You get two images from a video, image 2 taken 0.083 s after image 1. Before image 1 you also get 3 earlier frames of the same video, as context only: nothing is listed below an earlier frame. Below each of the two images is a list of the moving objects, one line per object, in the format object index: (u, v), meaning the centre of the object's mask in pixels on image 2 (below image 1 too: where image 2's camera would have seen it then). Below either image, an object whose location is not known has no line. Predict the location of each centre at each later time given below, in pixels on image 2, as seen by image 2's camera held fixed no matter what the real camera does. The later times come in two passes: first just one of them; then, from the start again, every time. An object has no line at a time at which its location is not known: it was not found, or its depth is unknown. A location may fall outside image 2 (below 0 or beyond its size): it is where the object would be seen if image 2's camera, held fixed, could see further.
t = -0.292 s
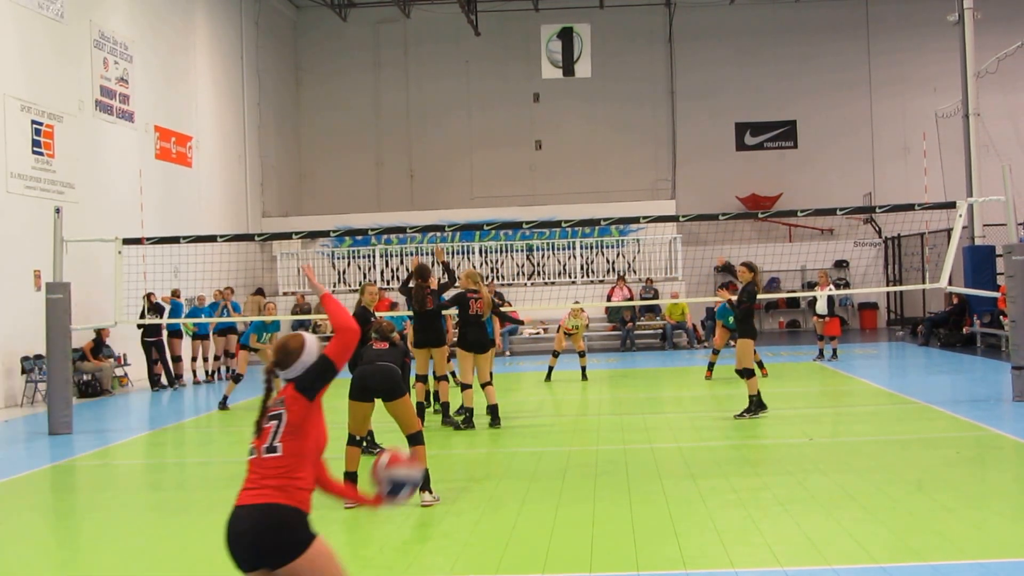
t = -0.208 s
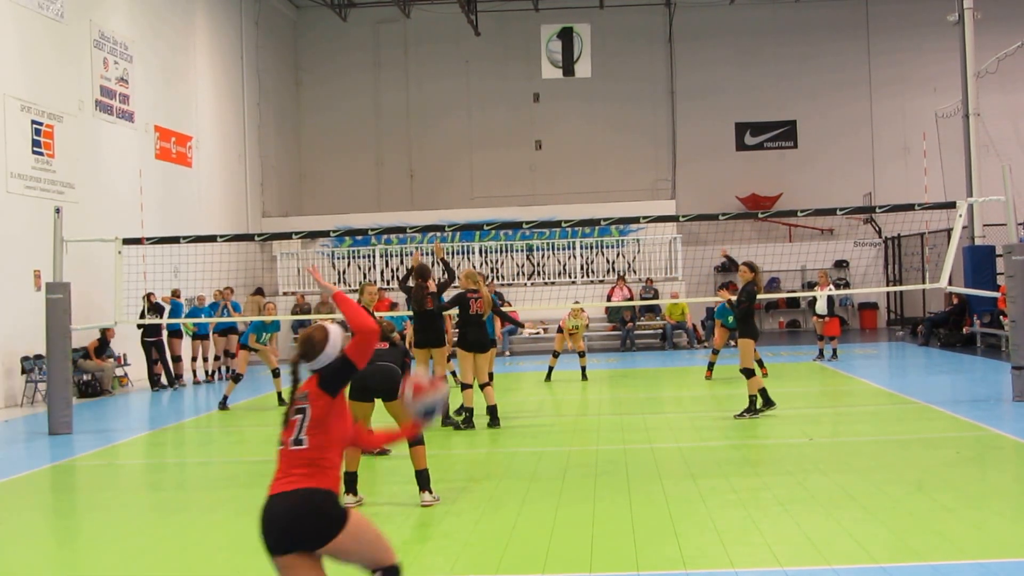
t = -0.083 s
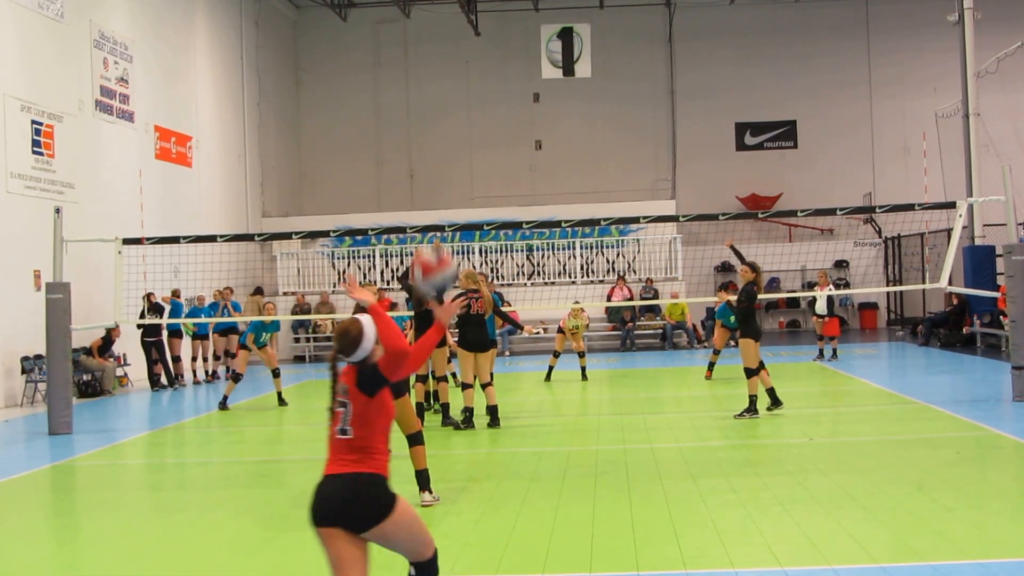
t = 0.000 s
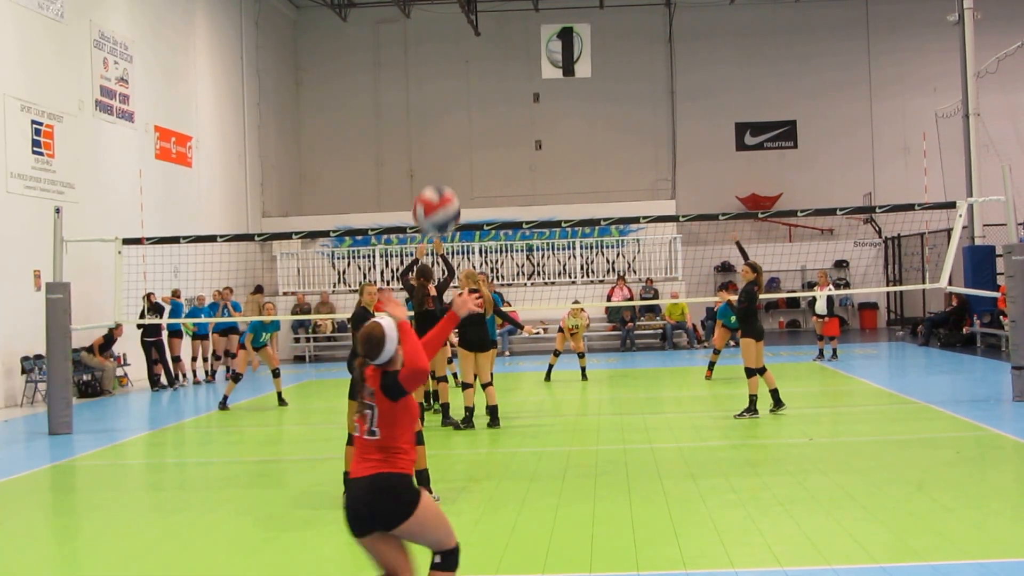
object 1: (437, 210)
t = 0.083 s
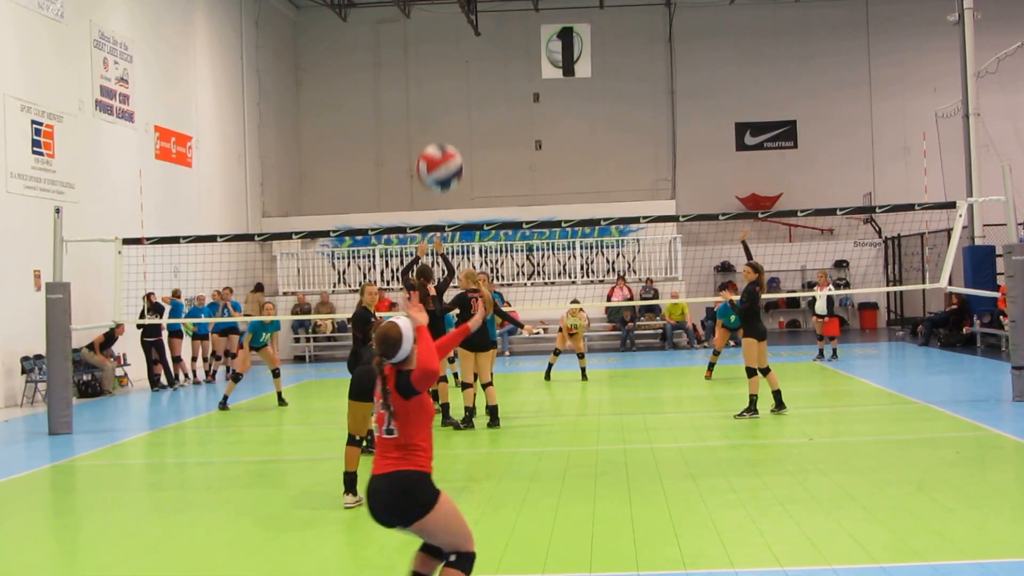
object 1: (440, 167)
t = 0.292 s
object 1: (450, 130)
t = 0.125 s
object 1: (442, 152)
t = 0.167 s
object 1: (444, 141)
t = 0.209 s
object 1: (446, 134)
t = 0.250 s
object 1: (448, 130)
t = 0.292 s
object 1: (450, 130)
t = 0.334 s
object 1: (452, 134)
